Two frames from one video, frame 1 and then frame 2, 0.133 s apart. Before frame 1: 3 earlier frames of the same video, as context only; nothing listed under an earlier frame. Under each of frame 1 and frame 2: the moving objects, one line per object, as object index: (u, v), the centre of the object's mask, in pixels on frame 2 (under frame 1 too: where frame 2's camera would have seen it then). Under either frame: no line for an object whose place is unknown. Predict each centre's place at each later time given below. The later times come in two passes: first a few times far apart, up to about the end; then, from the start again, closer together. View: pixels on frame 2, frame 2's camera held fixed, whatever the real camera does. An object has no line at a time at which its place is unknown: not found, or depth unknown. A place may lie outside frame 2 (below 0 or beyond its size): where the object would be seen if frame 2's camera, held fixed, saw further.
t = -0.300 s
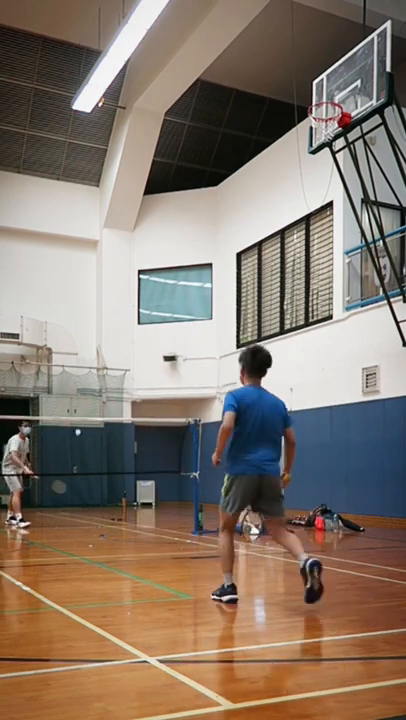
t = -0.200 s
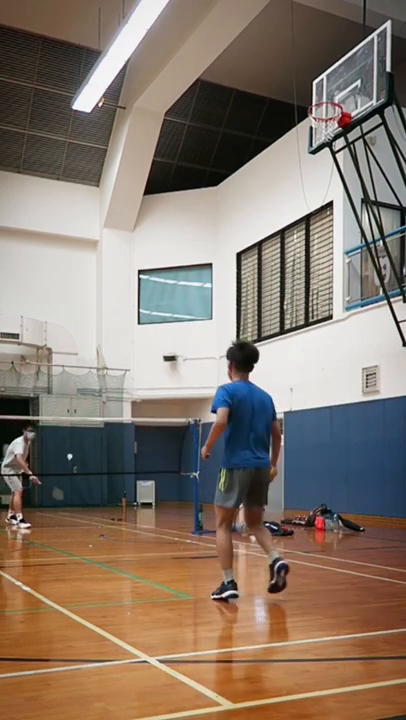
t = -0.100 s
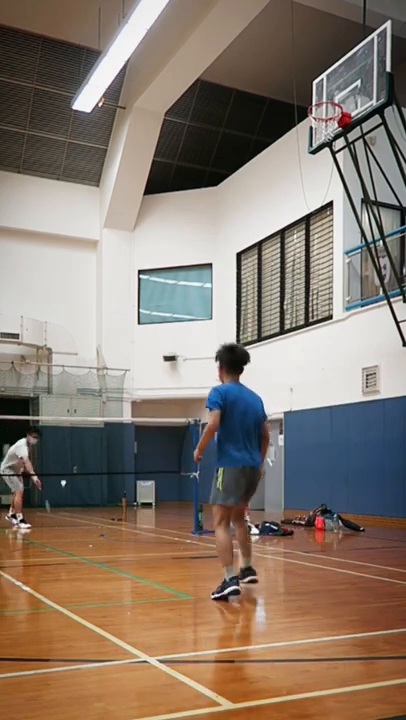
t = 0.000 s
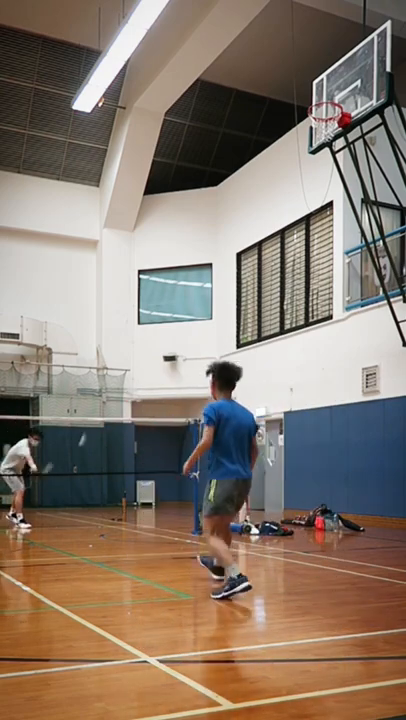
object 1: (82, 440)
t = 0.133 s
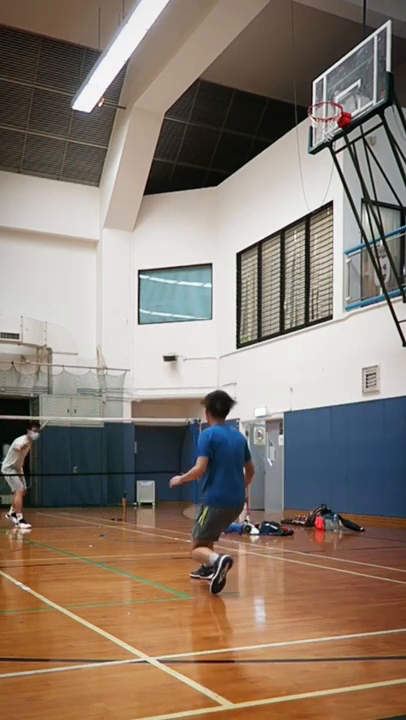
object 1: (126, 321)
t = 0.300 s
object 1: (170, 216)
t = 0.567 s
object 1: (235, 118)
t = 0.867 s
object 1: (304, 92)
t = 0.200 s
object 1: (144, 274)
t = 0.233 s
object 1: (154, 254)
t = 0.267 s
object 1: (162, 234)
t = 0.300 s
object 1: (170, 216)
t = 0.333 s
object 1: (179, 199)
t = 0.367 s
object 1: (187, 185)
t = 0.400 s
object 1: (195, 171)
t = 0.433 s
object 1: (203, 158)
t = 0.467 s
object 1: (211, 146)
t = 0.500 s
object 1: (219, 136)
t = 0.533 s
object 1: (227, 127)
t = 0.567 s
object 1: (235, 118)
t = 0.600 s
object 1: (241, 110)
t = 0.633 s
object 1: (249, 104)
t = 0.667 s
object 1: (257, 99)
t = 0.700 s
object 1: (264, 95)
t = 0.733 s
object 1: (272, 92)
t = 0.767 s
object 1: (279, 90)
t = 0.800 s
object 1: (286, 89)
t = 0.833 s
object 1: (293, 90)
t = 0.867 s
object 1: (304, 92)
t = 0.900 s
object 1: (309, 97)
